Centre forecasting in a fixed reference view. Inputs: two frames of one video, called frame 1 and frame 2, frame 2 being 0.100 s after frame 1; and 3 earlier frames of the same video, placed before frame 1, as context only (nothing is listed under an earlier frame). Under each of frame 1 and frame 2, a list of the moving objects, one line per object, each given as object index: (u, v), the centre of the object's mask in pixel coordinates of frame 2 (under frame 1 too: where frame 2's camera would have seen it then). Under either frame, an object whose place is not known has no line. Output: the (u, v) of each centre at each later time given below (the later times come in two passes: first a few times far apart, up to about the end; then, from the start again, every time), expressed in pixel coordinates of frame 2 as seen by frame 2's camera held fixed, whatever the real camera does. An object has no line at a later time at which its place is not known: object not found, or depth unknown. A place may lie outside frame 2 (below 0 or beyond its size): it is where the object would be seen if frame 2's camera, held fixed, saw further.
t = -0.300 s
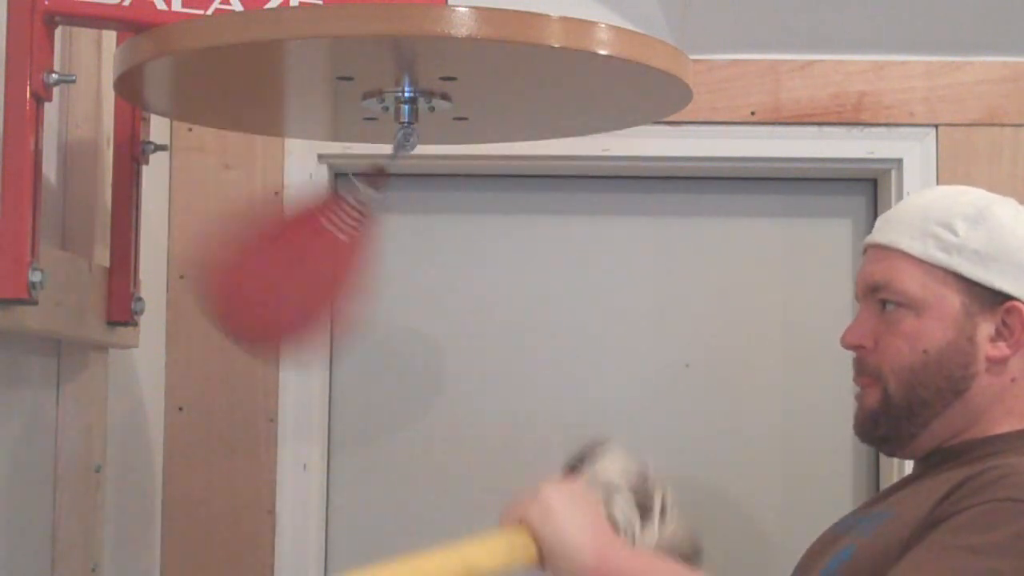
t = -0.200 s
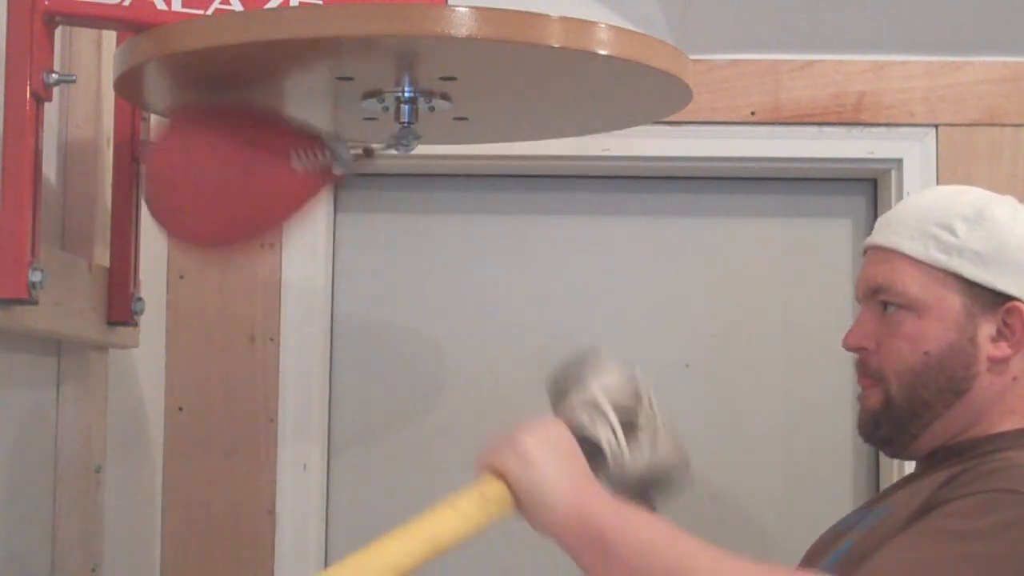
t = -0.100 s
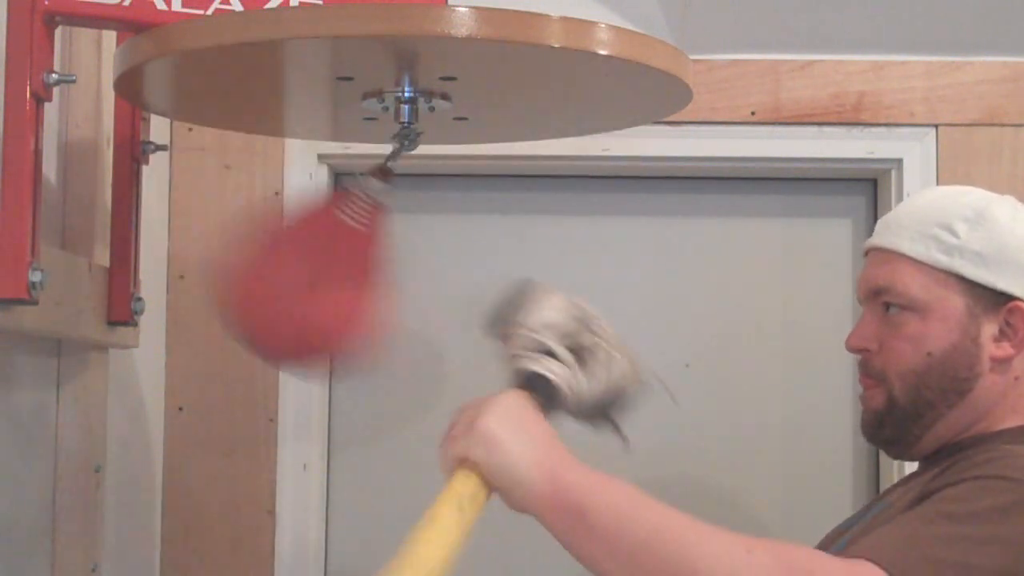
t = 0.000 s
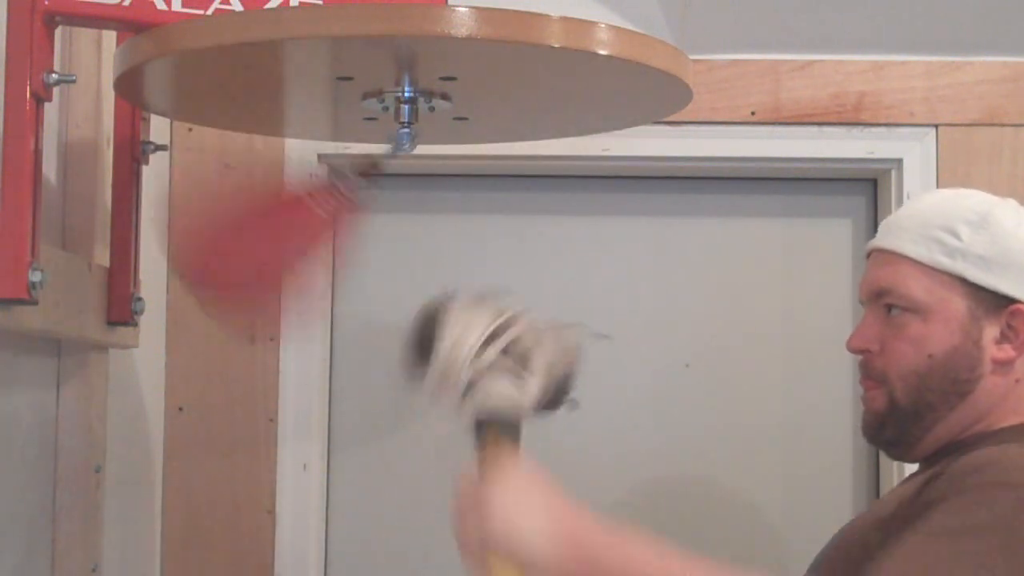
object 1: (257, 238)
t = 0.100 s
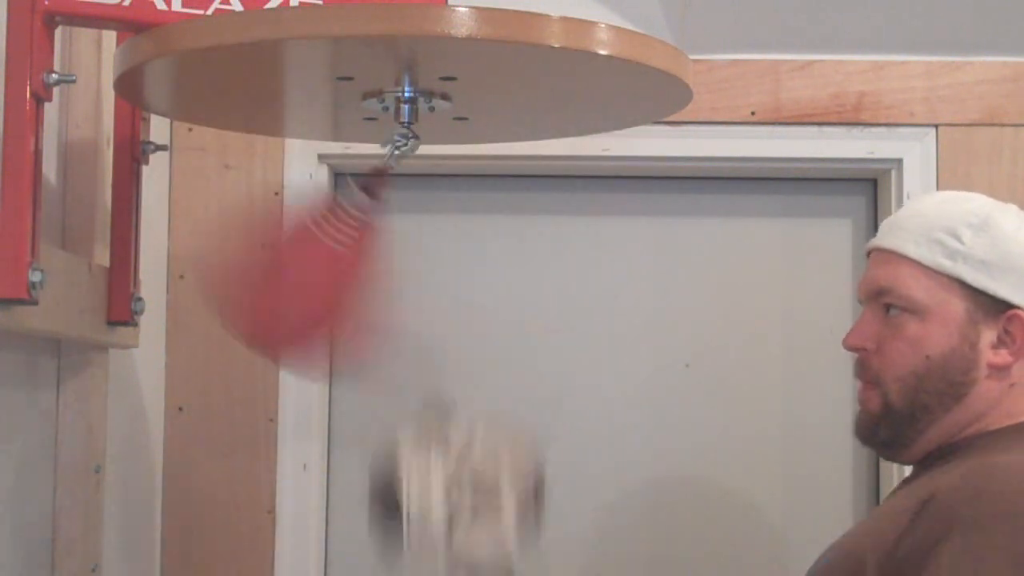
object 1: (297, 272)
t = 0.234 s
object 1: (558, 220)
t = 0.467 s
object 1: (314, 286)
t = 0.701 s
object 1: (325, 289)
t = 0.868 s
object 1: (540, 233)
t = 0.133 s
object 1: (382, 305)
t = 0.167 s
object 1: (457, 303)
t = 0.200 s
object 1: (519, 266)
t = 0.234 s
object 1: (558, 220)
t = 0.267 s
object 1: (571, 176)
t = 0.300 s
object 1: (564, 204)
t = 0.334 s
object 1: (540, 245)
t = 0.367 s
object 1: (496, 282)
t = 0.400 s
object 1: (434, 305)
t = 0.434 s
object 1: (376, 305)
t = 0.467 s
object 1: (314, 286)
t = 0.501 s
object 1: (280, 253)
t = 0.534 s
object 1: (263, 220)
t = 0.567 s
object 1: (252, 189)
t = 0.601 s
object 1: (253, 193)
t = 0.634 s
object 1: (269, 225)
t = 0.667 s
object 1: (288, 257)
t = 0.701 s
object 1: (325, 289)
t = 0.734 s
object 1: (377, 308)
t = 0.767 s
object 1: (427, 309)
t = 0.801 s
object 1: (475, 293)
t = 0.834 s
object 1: (514, 265)
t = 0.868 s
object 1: (540, 233)
